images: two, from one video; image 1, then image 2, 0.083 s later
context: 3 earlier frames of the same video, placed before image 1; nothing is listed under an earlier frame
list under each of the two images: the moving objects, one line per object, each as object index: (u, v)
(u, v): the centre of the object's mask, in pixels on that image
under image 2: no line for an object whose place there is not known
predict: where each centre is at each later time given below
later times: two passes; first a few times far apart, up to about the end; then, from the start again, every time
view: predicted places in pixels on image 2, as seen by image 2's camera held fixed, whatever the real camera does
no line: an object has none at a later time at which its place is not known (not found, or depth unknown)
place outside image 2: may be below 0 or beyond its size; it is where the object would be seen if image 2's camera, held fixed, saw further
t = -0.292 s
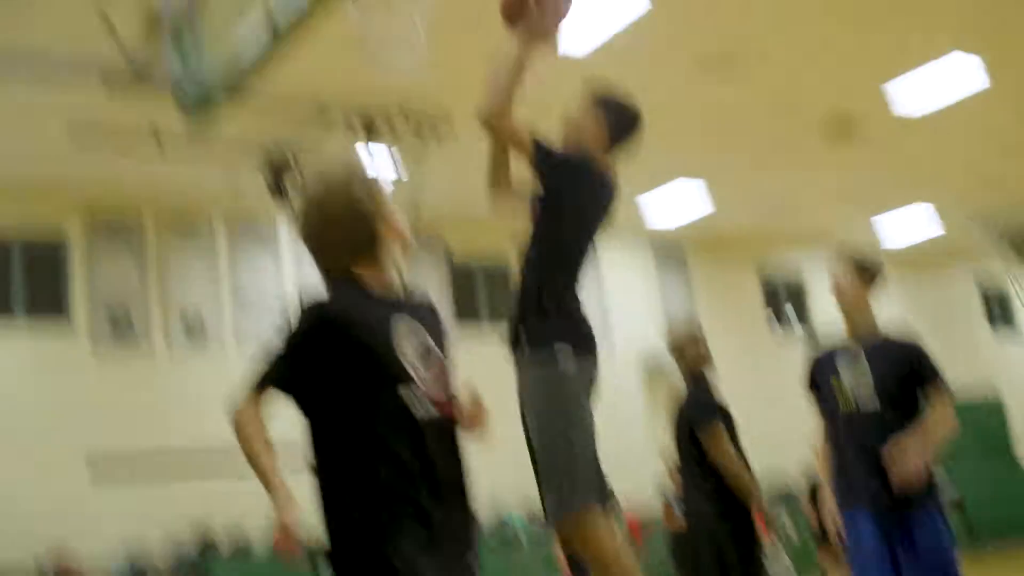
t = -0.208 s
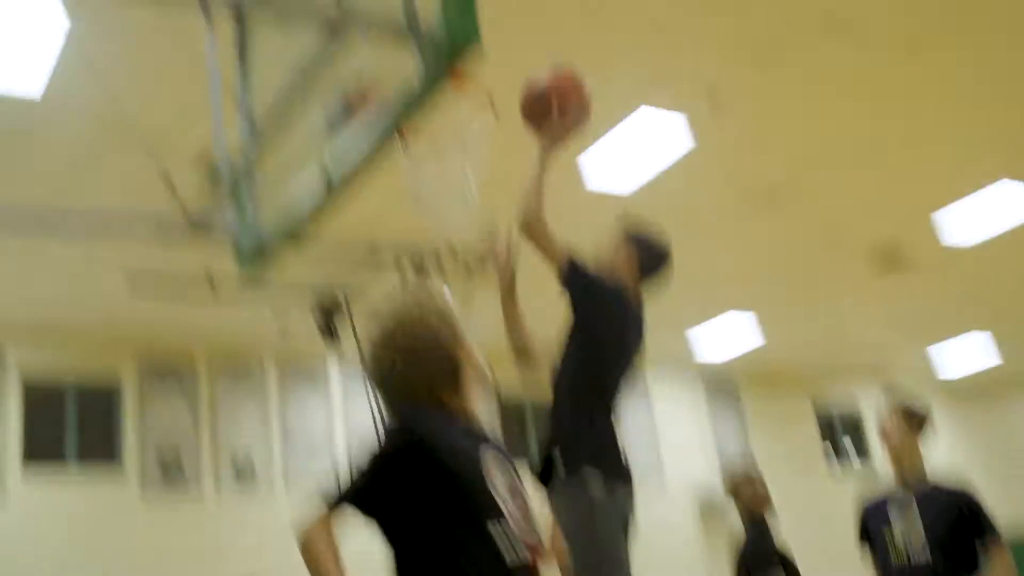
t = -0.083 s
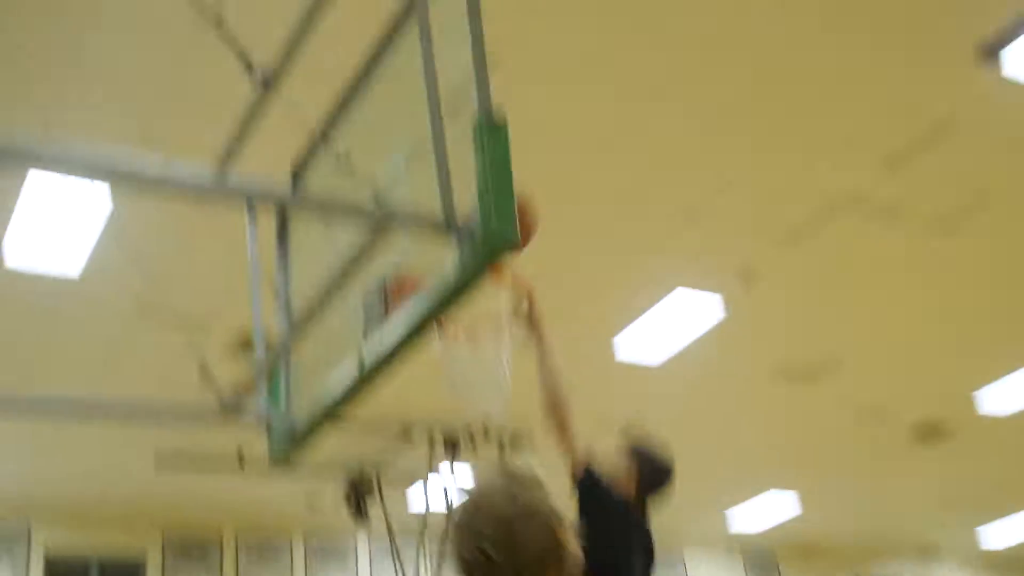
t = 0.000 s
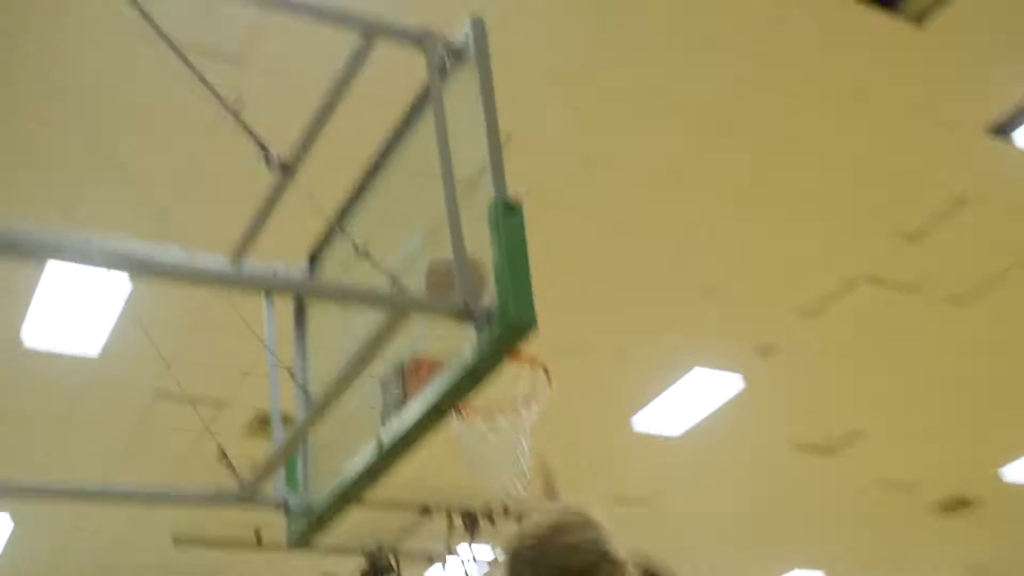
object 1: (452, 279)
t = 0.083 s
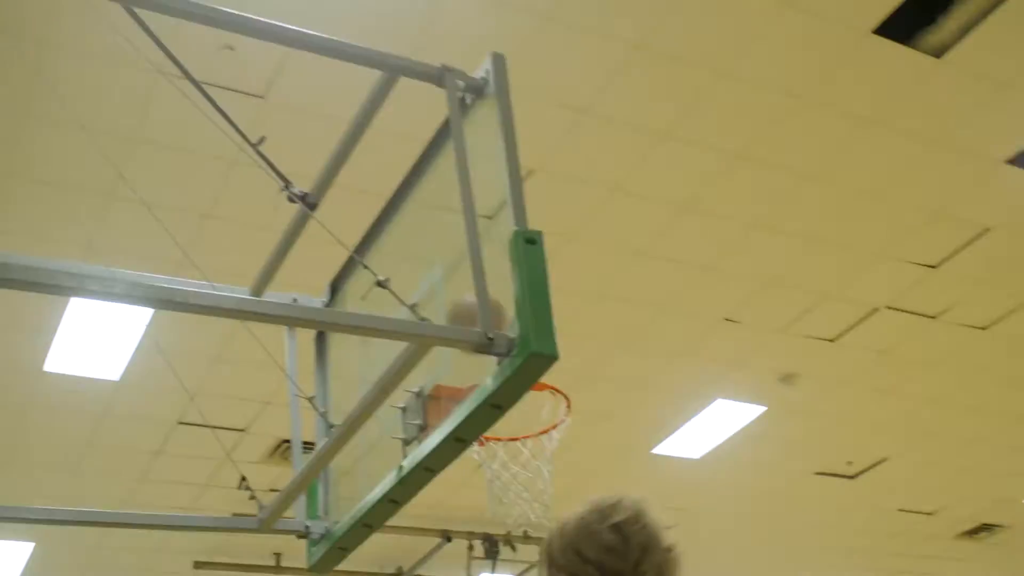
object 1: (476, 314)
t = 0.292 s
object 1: (522, 427)
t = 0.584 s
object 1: (544, 567)
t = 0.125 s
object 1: (476, 358)
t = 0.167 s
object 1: (478, 364)
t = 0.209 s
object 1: (480, 368)
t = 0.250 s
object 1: (523, 408)
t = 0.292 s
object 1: (522, 427)
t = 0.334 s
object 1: (523, 438)
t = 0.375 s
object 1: (528, 451)
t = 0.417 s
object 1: (533, 469)
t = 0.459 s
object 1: (535, 486)
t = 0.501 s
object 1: (538, 507)
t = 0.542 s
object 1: (541, 533)
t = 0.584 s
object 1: (544, 567)
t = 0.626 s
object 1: (547, 598)
